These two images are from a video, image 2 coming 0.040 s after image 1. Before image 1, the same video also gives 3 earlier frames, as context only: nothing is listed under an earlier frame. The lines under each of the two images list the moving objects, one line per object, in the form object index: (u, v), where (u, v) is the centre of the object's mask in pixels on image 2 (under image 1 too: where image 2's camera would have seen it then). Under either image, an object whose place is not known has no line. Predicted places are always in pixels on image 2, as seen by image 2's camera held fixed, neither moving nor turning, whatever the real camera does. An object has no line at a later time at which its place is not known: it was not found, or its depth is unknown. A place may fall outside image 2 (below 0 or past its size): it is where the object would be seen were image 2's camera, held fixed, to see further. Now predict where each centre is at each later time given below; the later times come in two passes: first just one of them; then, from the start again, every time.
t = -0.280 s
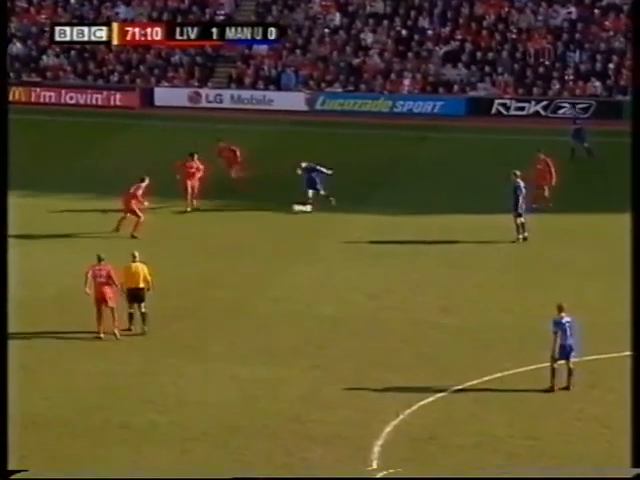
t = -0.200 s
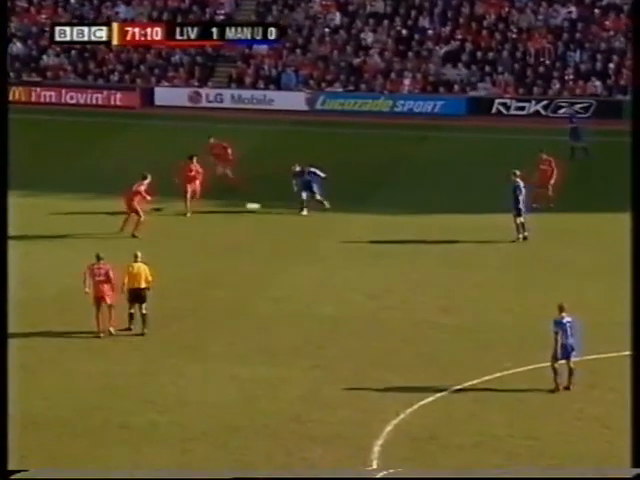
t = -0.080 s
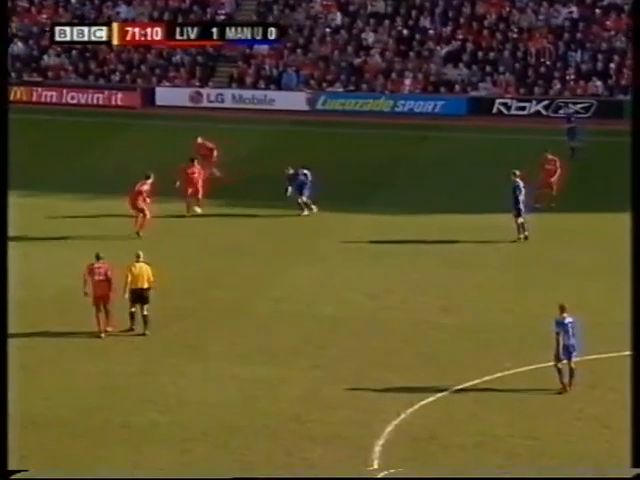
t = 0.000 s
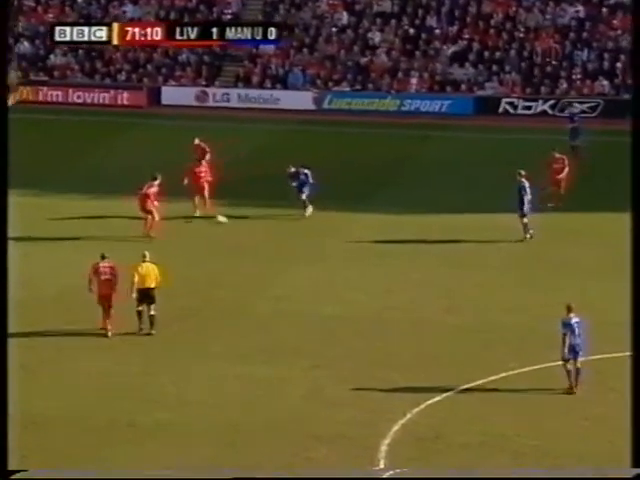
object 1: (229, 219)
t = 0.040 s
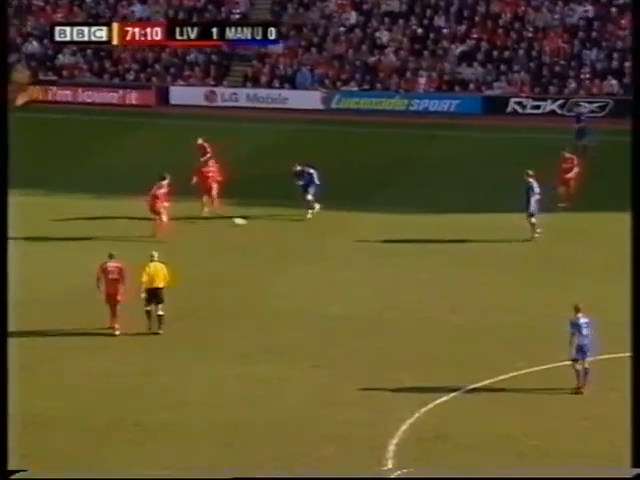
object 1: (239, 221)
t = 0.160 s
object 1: (269, 232)
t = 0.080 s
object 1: (250, 224)
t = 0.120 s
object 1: (259, 228)
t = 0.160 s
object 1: (269, 232)
